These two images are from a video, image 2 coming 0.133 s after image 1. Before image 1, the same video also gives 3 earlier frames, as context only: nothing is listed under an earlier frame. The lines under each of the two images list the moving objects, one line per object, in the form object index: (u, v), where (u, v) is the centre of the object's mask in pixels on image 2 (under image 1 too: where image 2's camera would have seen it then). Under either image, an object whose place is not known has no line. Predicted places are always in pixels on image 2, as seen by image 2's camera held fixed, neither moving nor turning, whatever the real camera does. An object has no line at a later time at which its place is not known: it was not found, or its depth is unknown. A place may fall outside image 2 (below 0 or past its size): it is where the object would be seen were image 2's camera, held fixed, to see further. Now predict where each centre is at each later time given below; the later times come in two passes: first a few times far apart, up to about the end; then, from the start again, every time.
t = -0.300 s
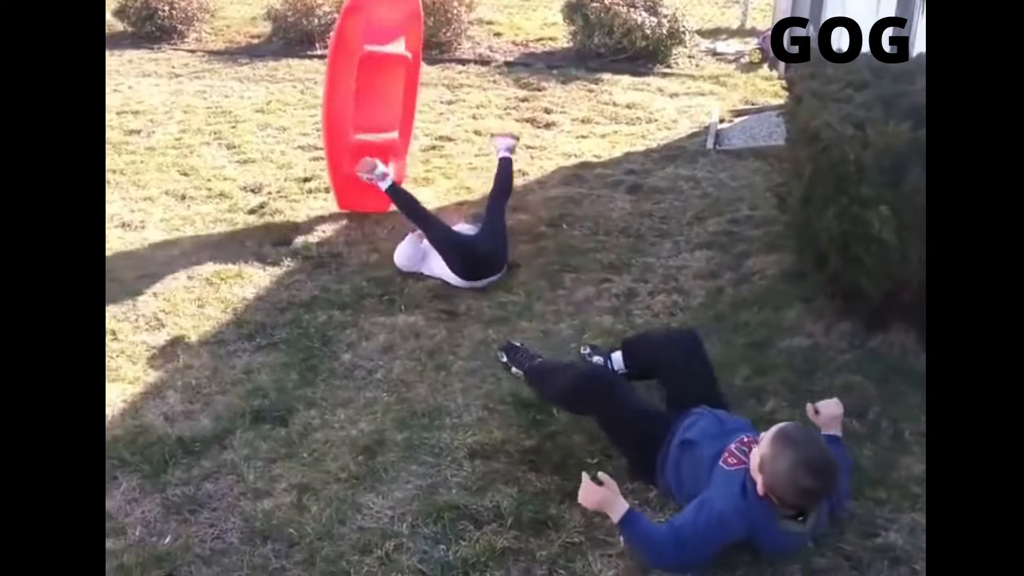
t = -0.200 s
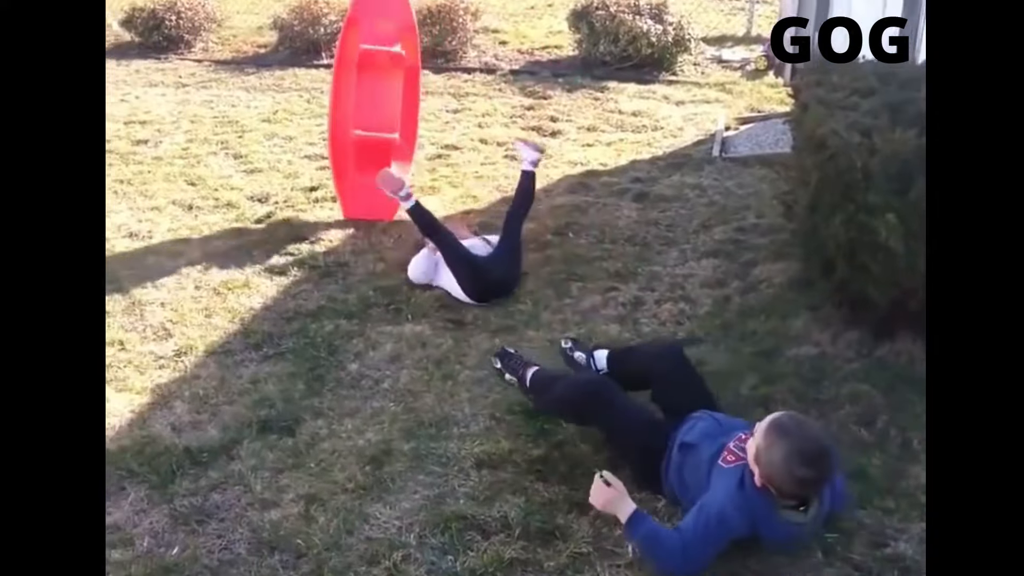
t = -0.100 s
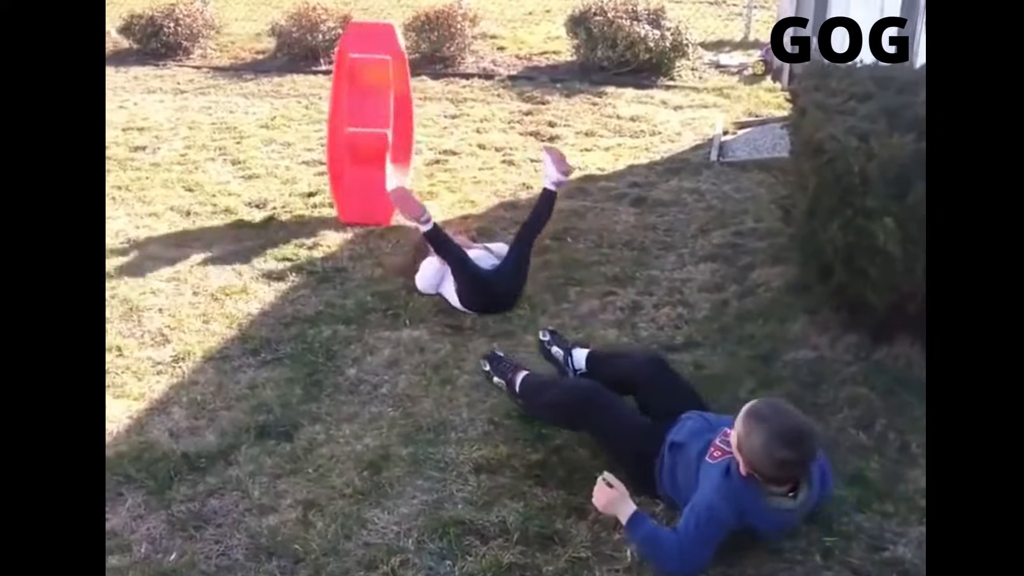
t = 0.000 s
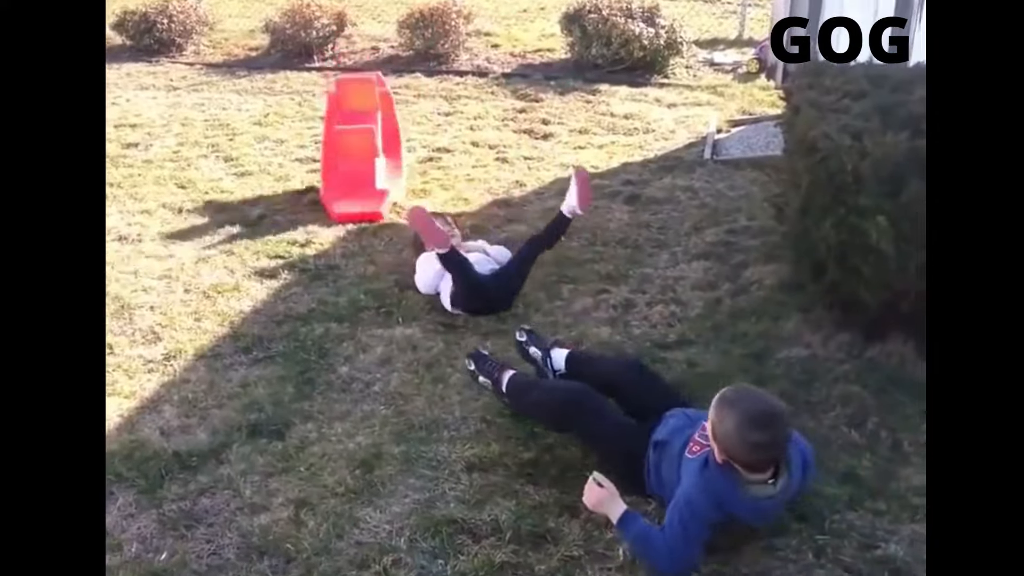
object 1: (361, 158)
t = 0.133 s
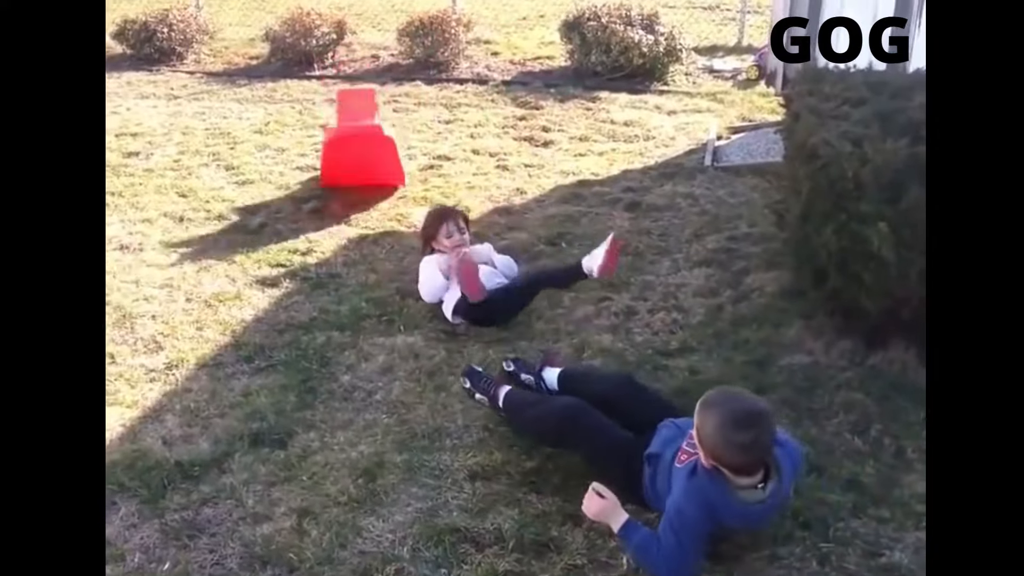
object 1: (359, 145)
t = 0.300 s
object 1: (357, 116)
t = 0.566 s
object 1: (356, 118)
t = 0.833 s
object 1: (369, 151)
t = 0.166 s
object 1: (358, 138)
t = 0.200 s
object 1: (358, 130)
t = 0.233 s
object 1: (357, 123)
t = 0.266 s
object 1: (357, 120)
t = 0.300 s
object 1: (357, 116)
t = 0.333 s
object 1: (357, 113)
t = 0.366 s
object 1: (356, 111)
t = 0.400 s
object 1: (356, 109)
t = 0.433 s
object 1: (356, 109)
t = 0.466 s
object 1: (356, 109)
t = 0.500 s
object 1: (356, 111)
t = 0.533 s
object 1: (356, 114)
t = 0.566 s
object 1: (356, 118)
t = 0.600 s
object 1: (357, 123)
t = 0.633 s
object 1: (359, 127)
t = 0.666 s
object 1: (362, 132)
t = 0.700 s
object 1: (365, 138)
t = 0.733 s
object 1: (367, 143)
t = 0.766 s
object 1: (367, 147)
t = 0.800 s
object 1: (368, 150)
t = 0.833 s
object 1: (369, 151)
